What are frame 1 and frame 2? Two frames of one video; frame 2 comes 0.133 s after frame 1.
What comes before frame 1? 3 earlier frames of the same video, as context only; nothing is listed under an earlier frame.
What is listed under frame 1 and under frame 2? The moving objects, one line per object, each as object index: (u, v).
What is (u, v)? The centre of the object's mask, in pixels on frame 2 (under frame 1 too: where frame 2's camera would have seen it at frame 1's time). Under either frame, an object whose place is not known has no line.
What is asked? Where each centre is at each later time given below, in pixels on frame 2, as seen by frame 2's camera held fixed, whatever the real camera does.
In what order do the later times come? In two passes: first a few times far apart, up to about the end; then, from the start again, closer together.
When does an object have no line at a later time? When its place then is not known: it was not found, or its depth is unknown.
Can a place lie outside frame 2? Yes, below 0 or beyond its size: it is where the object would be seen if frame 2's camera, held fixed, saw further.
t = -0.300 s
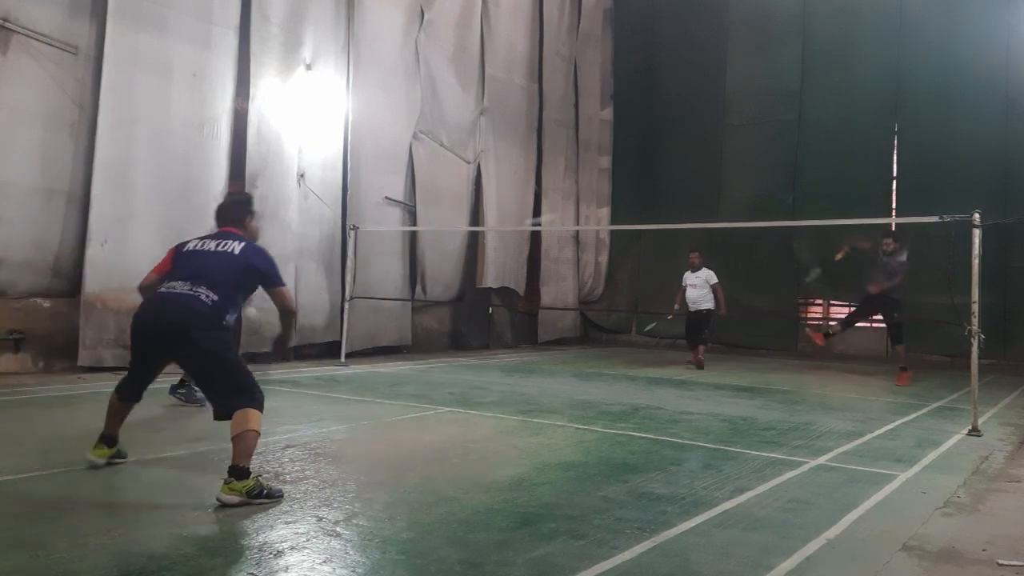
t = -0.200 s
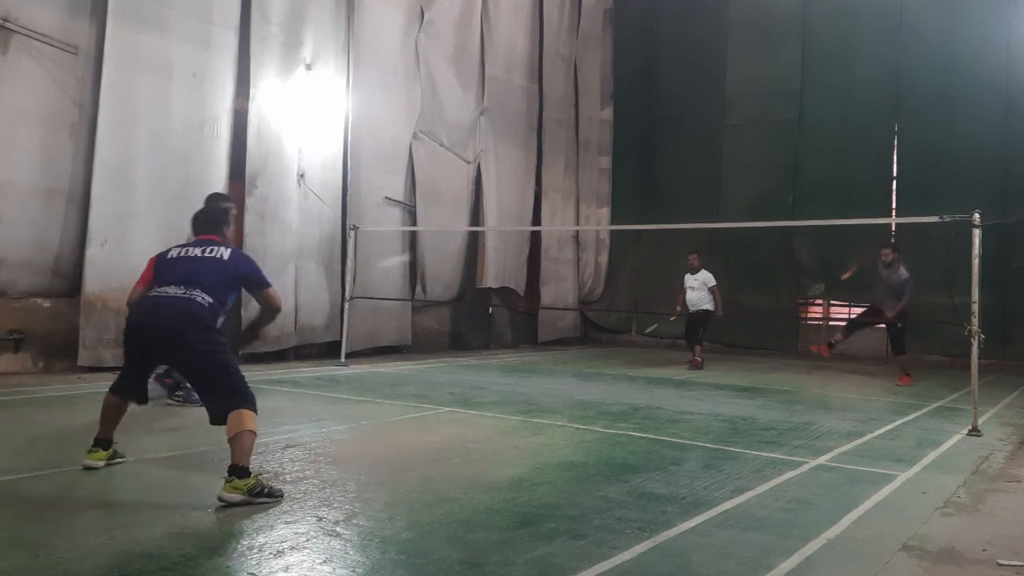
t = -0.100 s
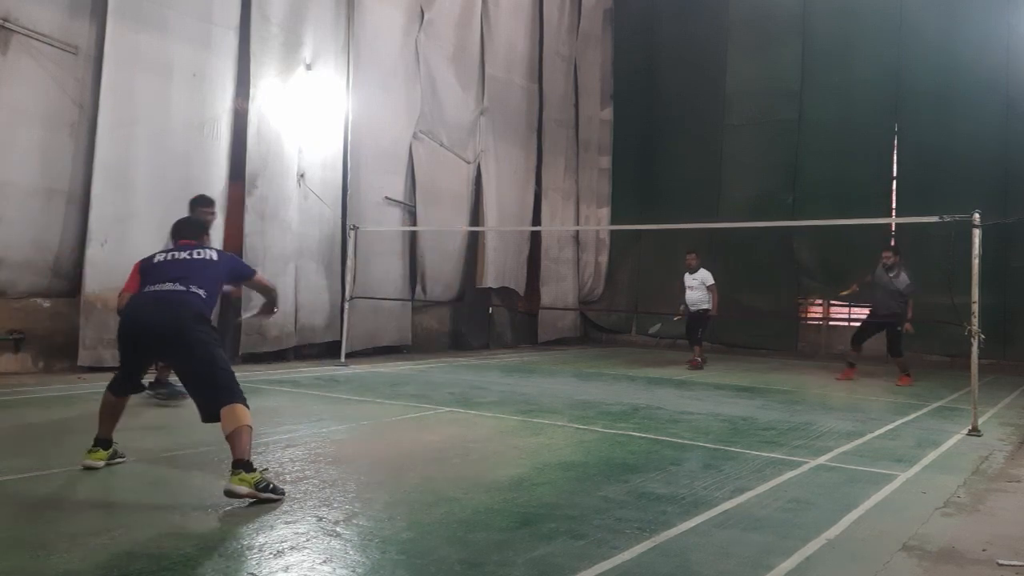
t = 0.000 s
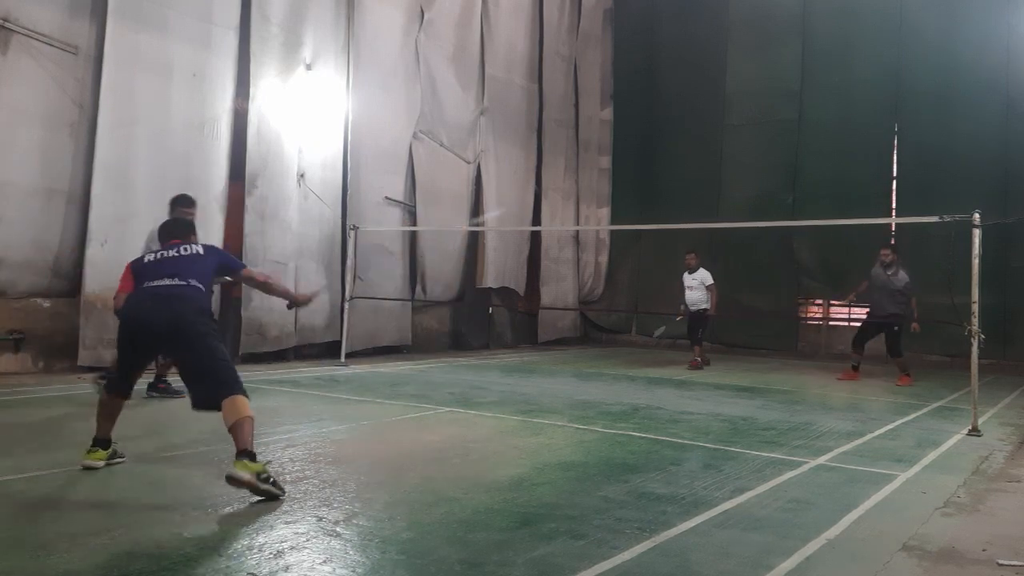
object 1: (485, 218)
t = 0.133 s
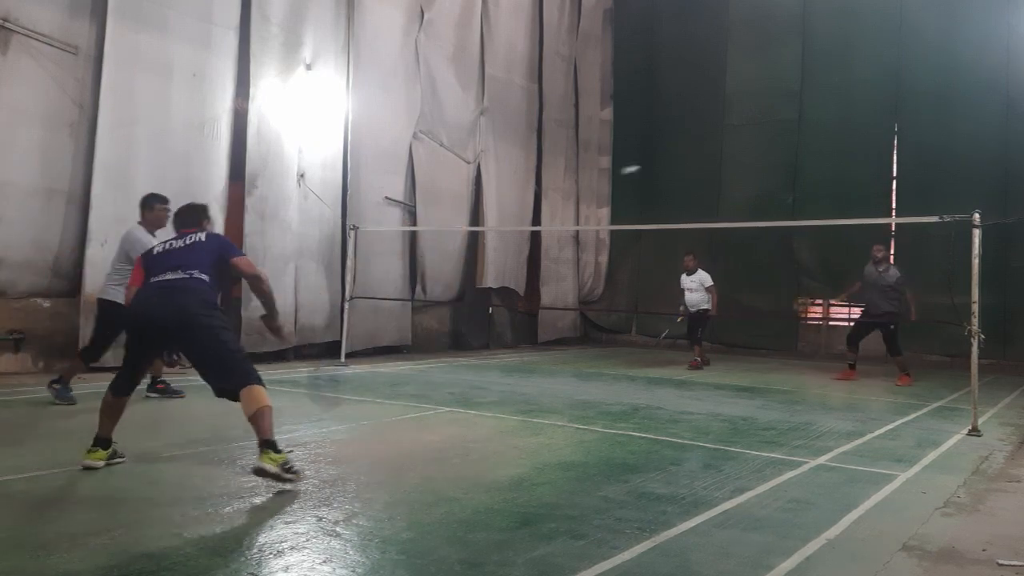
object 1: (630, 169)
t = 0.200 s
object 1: (671, 162)
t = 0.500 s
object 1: (778, 183)
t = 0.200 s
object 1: (671, 162)
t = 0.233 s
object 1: (688, 160)
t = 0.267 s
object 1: (704, 160)
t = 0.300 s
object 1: (717, 160)
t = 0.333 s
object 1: (729, 162)
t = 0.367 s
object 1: (741, 165)
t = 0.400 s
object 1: (751, 168)
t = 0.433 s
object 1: (761, 172)
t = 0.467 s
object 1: (770, 177)
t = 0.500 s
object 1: (778, 183)
